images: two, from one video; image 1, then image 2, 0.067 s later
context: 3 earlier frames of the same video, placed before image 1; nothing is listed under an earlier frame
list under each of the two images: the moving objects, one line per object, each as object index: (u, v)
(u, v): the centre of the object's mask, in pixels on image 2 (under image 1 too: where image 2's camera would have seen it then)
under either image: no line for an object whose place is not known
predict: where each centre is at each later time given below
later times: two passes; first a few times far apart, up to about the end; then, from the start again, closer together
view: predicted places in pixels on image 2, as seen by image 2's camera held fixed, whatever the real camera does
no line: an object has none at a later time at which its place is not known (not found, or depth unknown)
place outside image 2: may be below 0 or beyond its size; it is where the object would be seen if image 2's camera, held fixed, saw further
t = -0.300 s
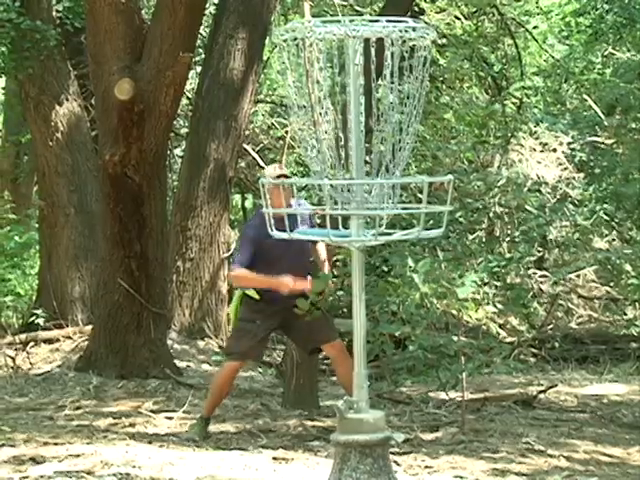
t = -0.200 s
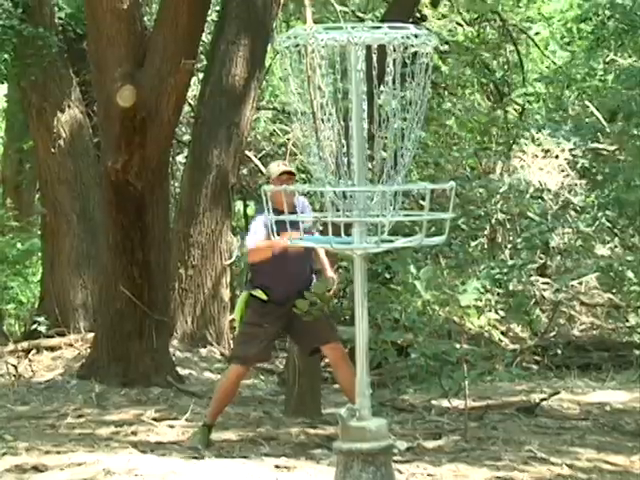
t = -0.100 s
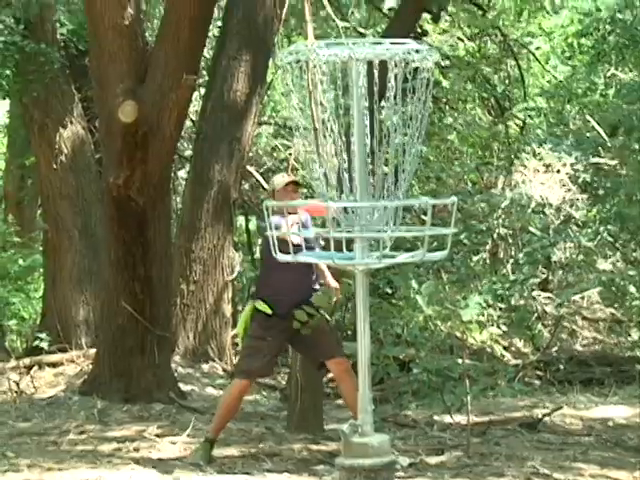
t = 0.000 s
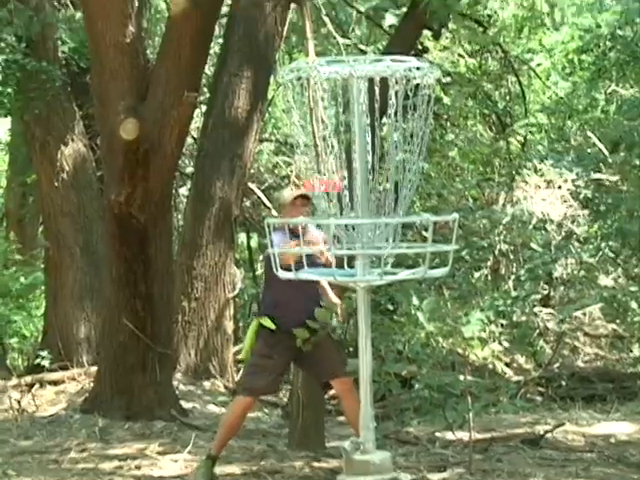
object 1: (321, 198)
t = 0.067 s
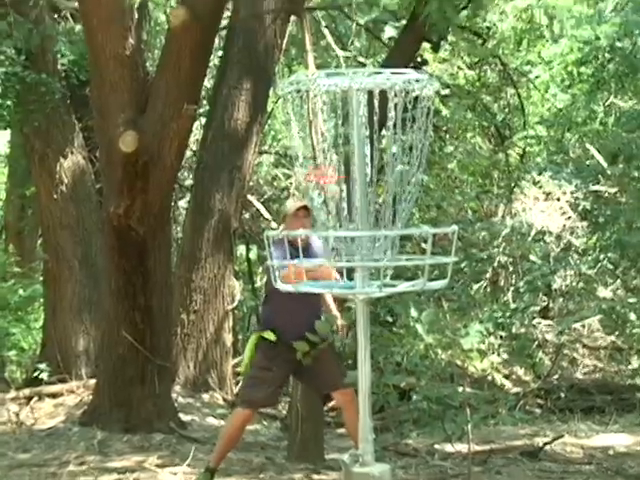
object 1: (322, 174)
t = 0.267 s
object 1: (333, 158)
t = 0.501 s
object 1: (347, 179)
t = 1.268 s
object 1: (341, 282)
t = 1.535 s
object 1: (341, 281)
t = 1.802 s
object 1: (341, 282)
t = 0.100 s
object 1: (327, 170)
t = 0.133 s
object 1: (329, 164)
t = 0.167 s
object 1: (331, 161)
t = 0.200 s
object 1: (332, 160)
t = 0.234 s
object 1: (333, 158)
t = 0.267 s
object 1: (333, 158)
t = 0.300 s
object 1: (334, 160)
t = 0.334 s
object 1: (337, 163)
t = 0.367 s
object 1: (341, 168)
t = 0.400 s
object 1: (342, 173)
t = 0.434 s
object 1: (348, 174)
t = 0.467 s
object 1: (348, 176)
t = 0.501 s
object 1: (347, 179)
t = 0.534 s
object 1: (342, 184)
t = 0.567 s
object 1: (342, 192)
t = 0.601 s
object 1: (344, 199)
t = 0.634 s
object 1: (346, 212)
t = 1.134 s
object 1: (341, 282)
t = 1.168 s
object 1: (340, 282)
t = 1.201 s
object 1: (341, 282)
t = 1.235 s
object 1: (340, 282)
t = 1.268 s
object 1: (341, 282)
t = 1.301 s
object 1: (341, 282)
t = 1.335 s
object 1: (340, 282)
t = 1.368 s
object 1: (341, 282)
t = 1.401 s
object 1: (340, 282)
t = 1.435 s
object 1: (340, 282)
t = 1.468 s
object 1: (341, 281)
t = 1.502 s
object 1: (341, 281)
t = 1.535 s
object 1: (341, 281)
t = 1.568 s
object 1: (341, 281)
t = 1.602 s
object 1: (341, 281)
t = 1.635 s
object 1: (341, 281)
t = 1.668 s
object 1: (341, 281)
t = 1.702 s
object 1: (341, 281)
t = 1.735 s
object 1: (341, 282)
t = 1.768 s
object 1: (341, 281)
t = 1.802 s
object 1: (341, 282)
